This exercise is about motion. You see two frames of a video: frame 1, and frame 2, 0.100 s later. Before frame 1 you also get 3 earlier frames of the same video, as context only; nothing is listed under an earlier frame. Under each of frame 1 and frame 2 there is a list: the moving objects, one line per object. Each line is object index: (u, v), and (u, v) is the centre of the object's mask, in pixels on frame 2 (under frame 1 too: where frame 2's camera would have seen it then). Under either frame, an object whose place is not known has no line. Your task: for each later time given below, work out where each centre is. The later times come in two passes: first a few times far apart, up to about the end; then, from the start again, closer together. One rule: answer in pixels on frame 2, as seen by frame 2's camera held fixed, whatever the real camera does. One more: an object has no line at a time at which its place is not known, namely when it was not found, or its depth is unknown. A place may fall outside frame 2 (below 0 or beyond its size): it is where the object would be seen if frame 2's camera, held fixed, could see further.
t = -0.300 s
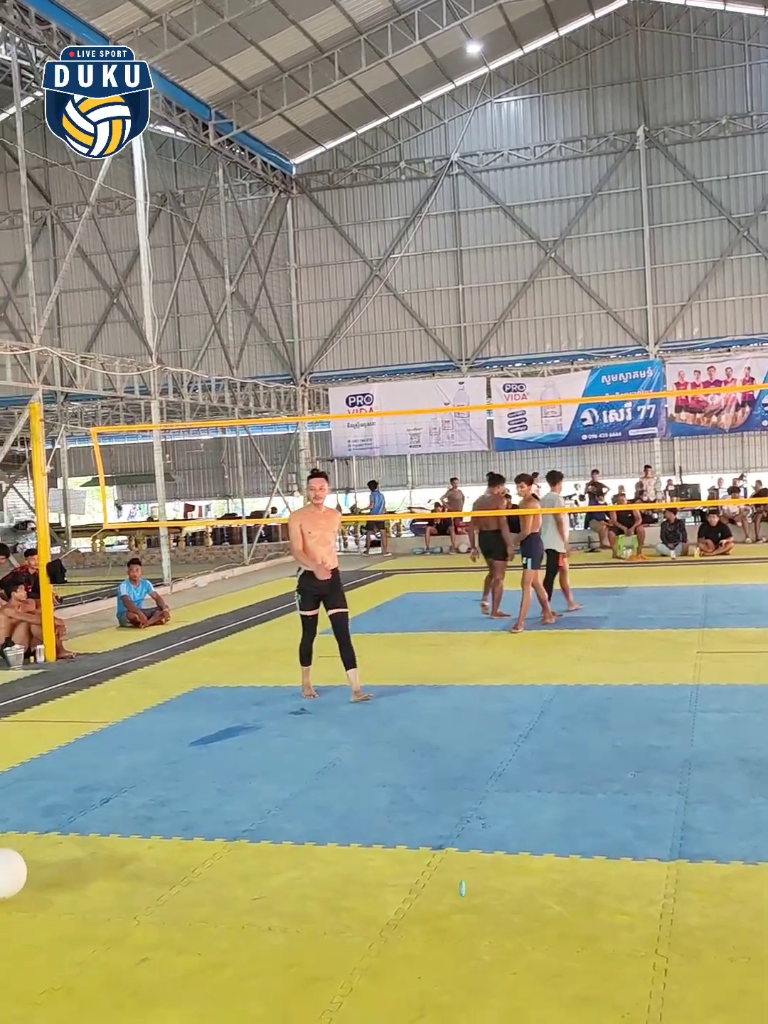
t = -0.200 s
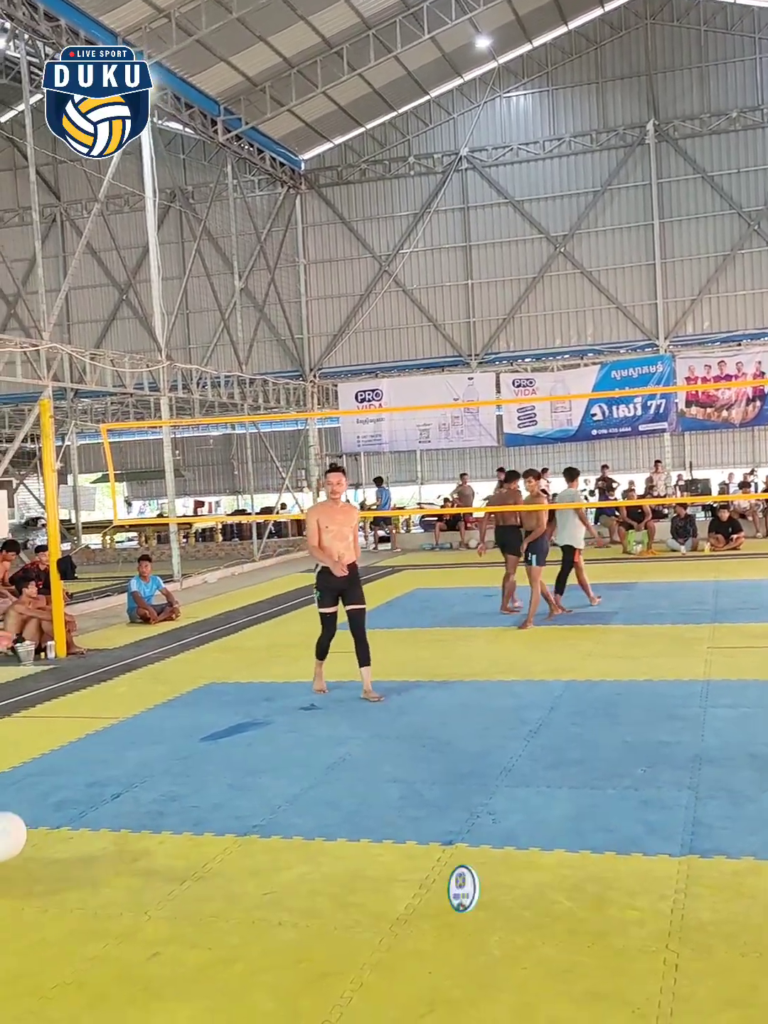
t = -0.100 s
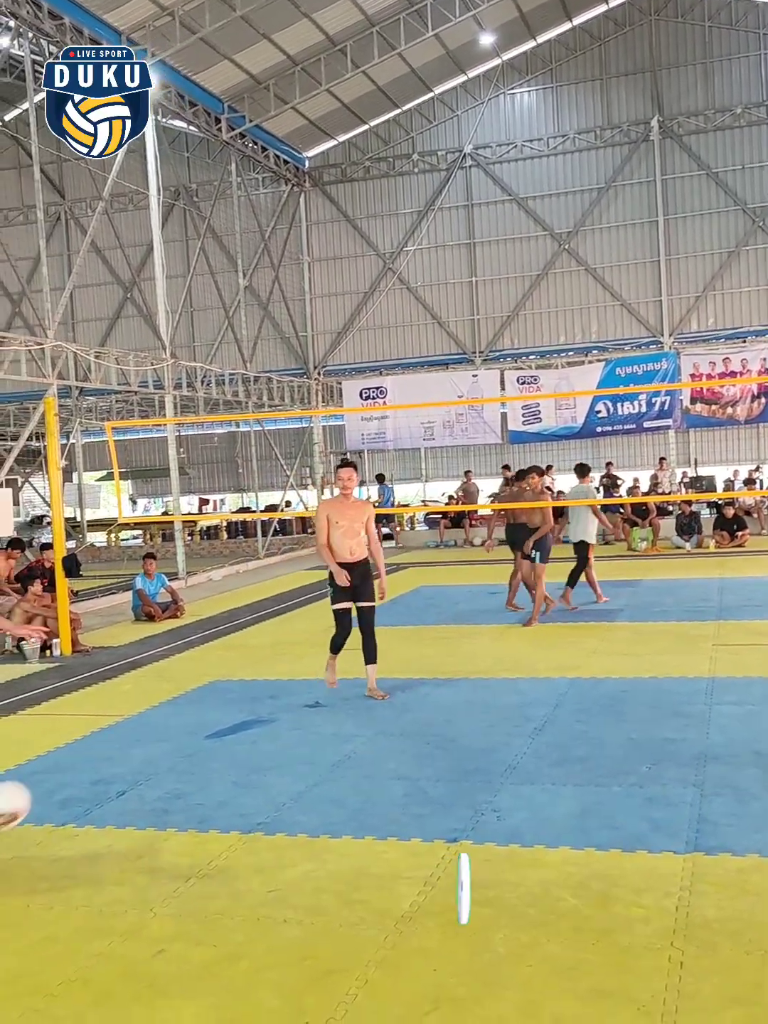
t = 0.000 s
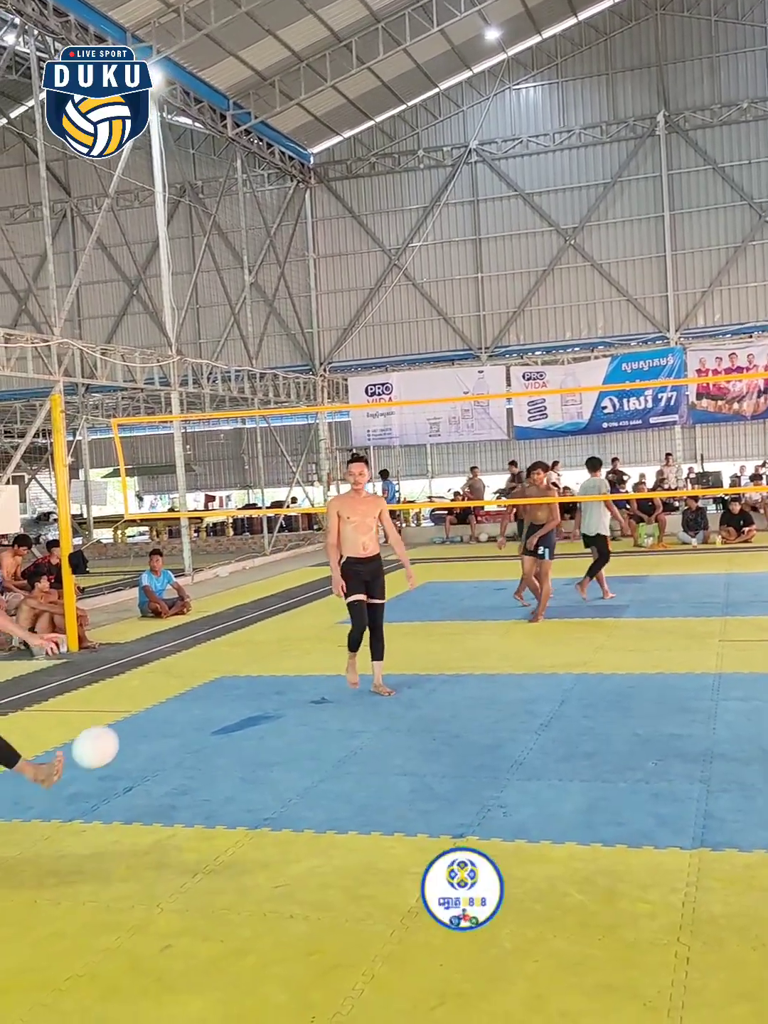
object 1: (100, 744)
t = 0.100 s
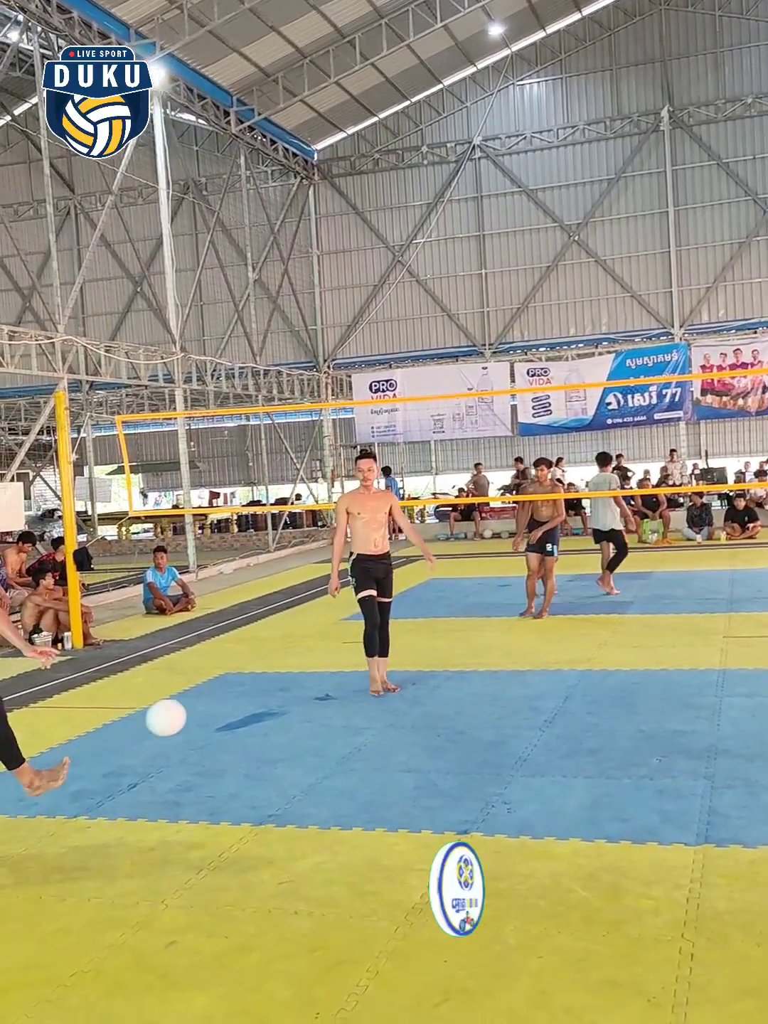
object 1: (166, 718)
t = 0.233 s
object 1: (234, 712)
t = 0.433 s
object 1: (279, 668)
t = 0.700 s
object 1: (312, 648)
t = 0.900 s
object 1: (324, 638)
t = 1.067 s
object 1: (331, 624)
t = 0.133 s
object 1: (185, 714)
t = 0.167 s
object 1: (202, 711)
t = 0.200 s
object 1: (218, 711)
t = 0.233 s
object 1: (234, 712)
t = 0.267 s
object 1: (247, 713)
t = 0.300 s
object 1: (254, 700)
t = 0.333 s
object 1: (261, 689)
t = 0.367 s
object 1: (267, 680)
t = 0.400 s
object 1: (273, 674)
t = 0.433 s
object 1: (279, 668)
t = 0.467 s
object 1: (284, 664)
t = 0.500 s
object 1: (290, 662)
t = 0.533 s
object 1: (297, 662)
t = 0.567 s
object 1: (302, 663)
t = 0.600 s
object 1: (307, 665)
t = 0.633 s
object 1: (309, 659)
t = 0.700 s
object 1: (312, 648)
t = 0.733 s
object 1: (314, 643)
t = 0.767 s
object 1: (316, 639)
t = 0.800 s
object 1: (318, 637)
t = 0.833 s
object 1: (320, 636)
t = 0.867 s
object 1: (322, 636)
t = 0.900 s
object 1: (324, 638)
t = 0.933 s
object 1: (326, 640)
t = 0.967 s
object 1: (327, 636)
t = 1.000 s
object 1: (328, 630)
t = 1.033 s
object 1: (330, 626)
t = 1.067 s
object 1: (331, 624)
